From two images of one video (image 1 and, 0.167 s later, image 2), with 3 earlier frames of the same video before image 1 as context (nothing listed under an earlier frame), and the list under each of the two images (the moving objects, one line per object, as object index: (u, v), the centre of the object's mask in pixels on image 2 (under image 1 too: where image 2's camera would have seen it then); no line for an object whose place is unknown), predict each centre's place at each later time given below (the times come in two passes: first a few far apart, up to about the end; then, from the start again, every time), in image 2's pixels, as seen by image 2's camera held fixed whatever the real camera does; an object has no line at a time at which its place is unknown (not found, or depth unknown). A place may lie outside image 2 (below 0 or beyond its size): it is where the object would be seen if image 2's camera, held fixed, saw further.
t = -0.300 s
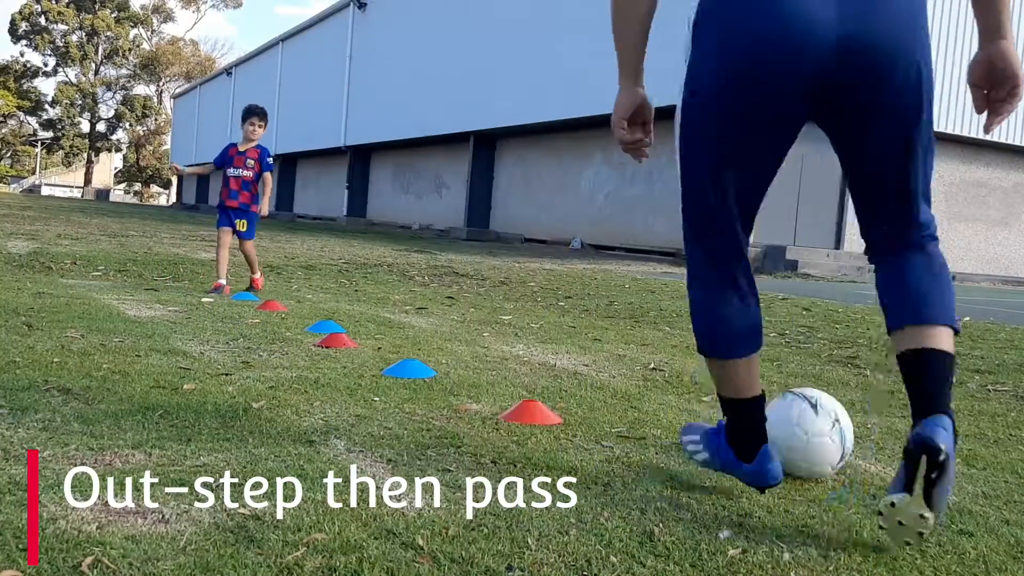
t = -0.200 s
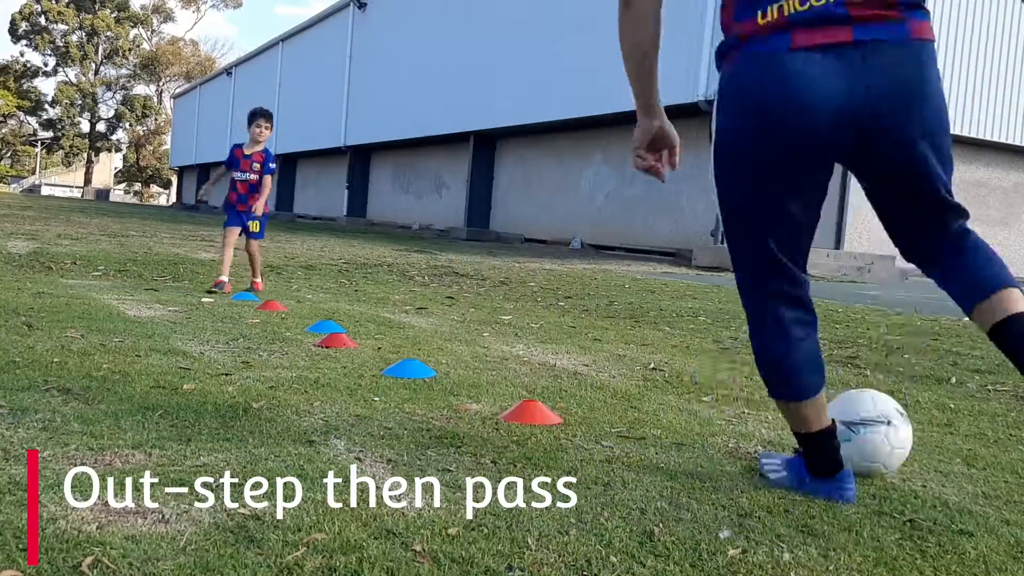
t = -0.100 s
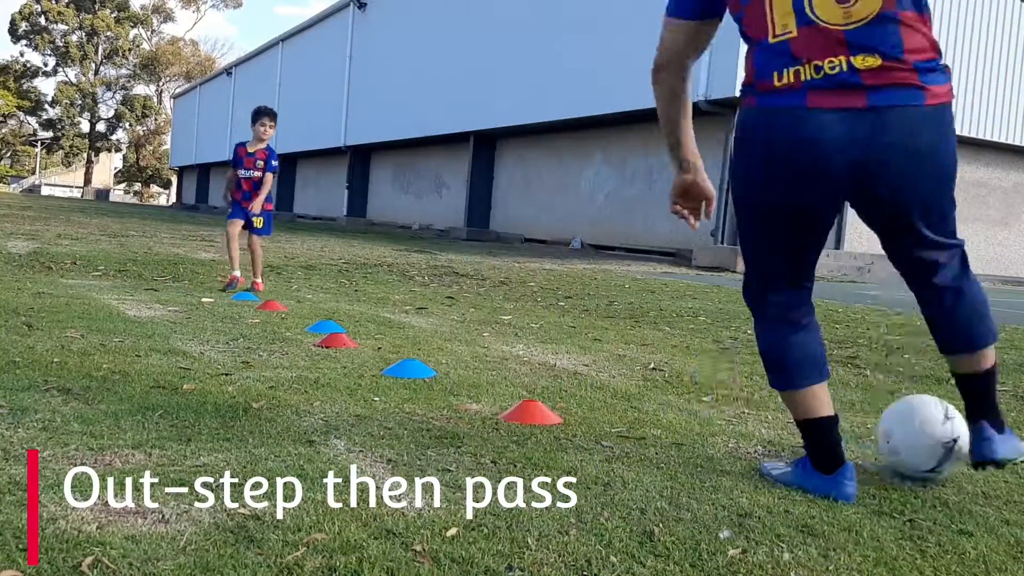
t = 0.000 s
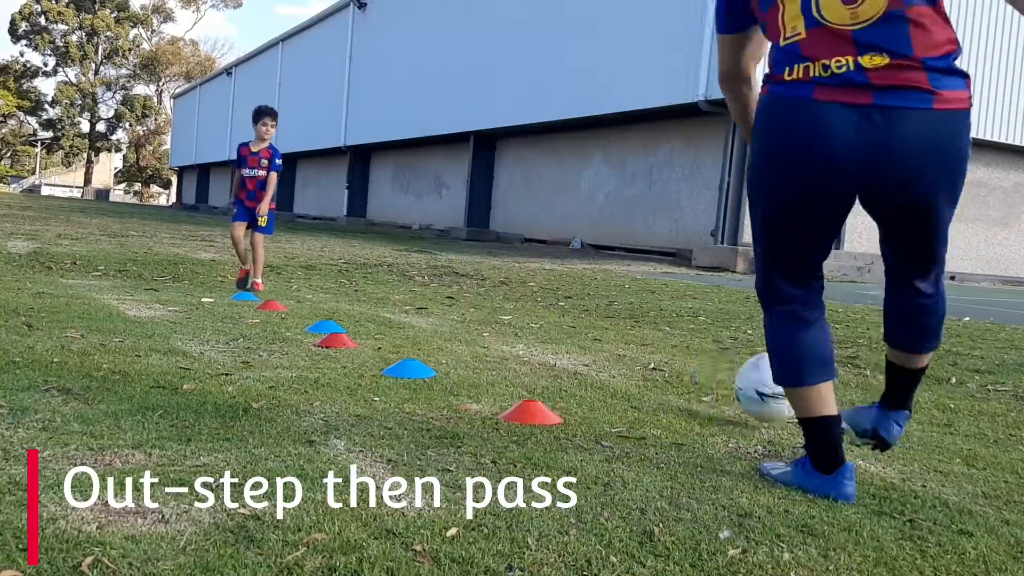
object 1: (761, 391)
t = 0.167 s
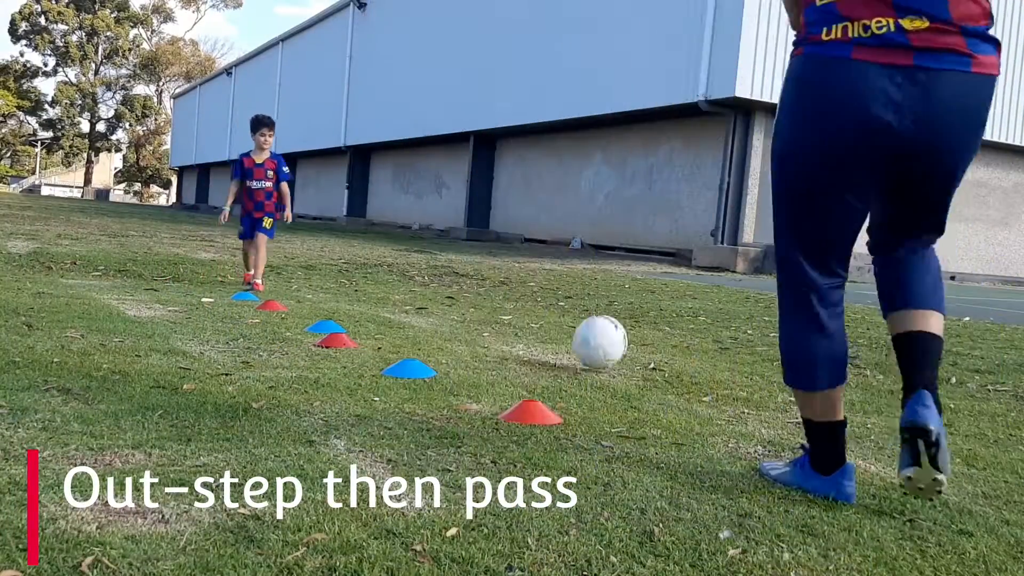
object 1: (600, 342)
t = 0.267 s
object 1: (540, 332)
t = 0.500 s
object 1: (469, 309)
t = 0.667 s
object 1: (438, 297)
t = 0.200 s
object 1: (578, 336)
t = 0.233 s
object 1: (558, 334)
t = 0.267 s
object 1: (540, 332)
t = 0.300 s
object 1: (526, 327)
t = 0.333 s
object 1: (513, 323)
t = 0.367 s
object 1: (501, 320)
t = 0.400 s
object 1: (491, 317)
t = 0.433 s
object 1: (483, 313)
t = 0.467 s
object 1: (475, 310)
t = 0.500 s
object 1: (469, 309)
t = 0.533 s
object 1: (462, 309)
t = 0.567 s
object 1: (455, 305)
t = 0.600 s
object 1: (448, 301)
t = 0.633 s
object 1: (443, 298)
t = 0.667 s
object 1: (438, 297)
